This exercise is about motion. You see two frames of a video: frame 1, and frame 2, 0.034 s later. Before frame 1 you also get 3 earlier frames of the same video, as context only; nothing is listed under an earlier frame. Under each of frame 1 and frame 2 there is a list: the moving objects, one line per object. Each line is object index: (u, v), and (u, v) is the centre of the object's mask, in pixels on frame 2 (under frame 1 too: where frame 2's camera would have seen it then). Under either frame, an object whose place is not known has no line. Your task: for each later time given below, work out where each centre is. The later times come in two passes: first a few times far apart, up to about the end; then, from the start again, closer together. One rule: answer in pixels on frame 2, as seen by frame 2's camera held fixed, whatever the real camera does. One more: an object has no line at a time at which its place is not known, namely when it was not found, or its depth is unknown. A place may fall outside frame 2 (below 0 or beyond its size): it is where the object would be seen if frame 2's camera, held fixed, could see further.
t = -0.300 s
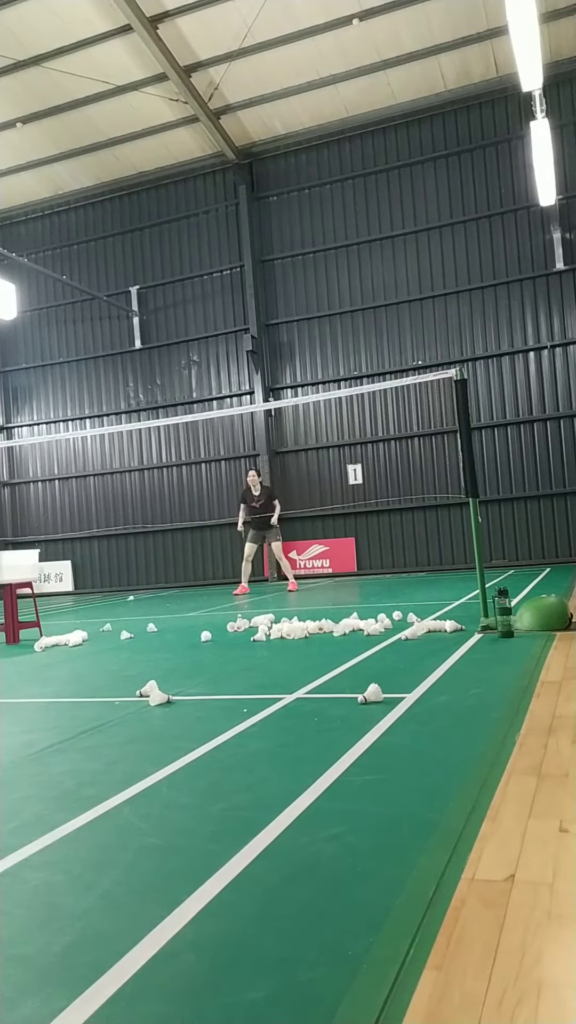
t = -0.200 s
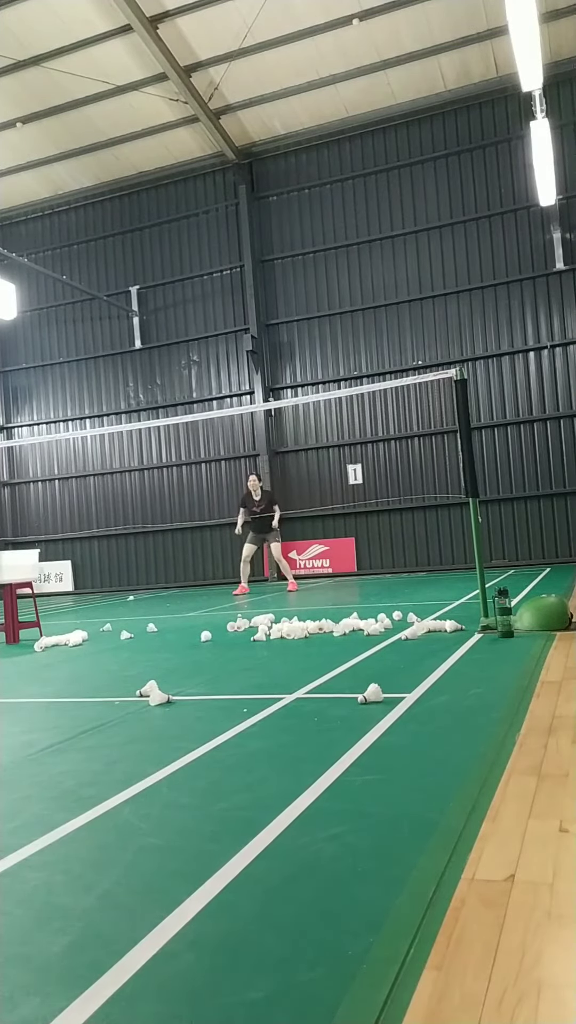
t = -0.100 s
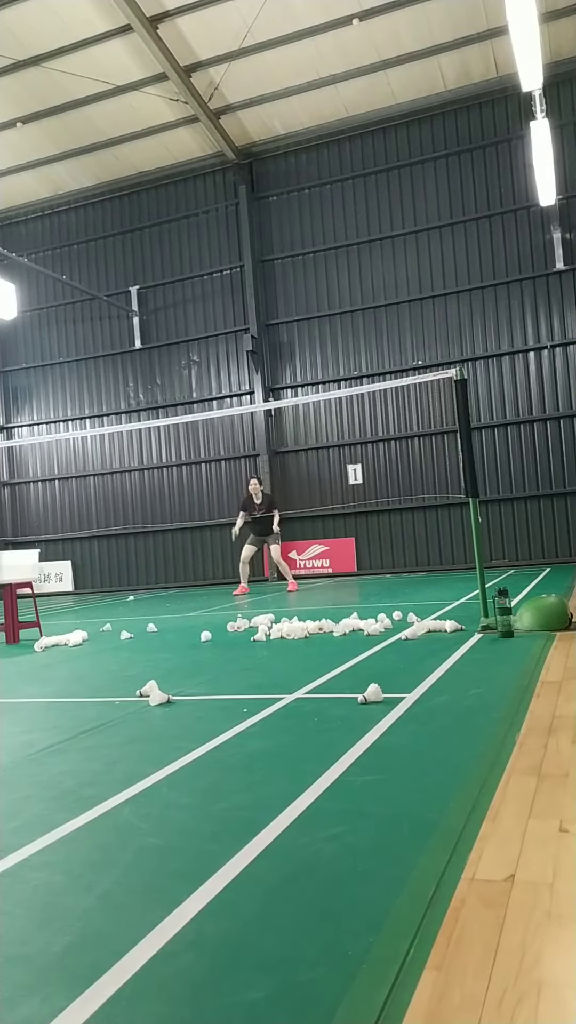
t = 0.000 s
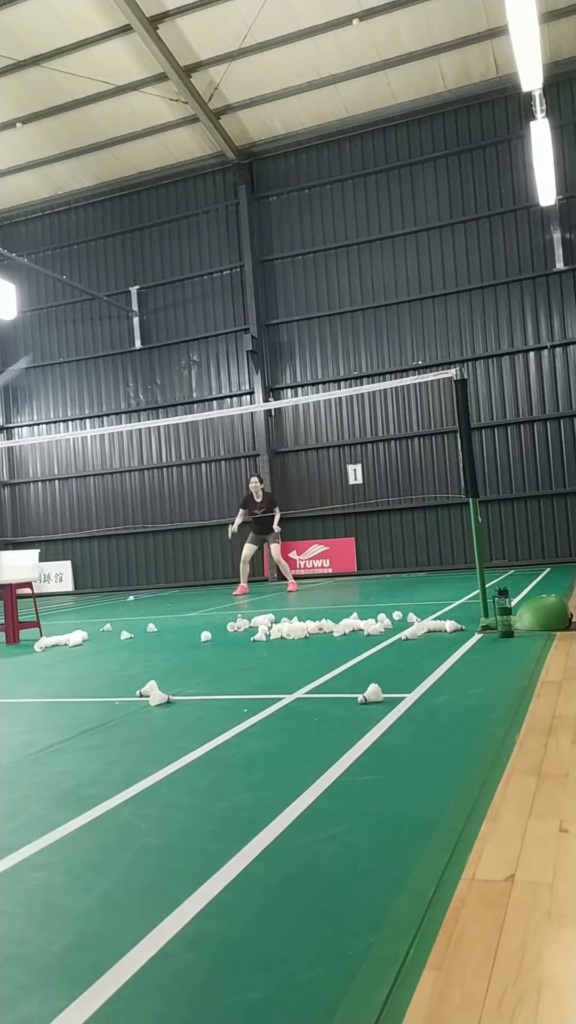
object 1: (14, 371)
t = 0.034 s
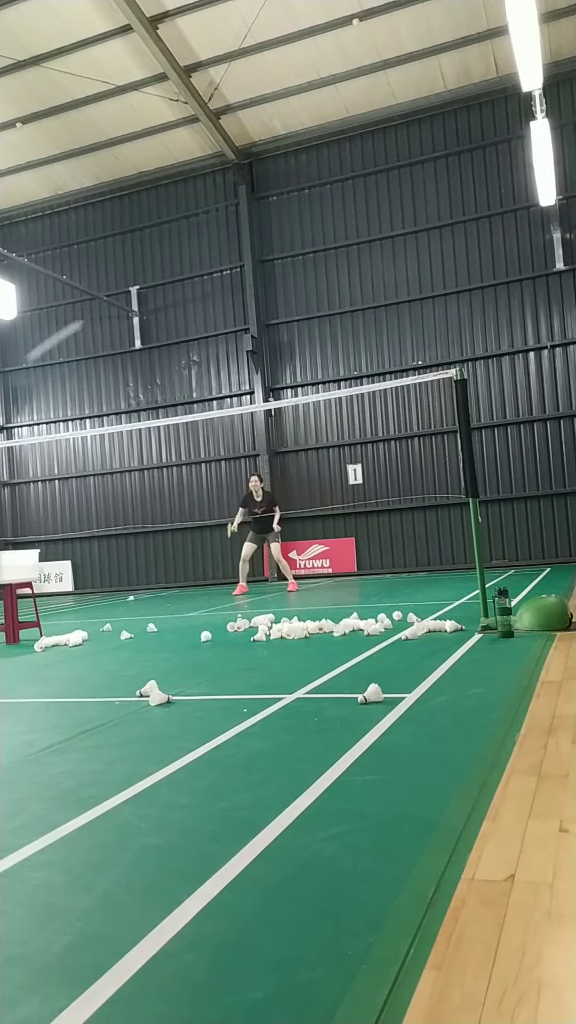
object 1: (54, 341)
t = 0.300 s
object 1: (254, 233)
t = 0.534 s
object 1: (320, 242)
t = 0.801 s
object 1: (368, 293)
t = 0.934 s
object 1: (387, 330)
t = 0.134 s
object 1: (164, 270)
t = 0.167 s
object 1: (188, 257)
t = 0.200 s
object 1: (208, 249)
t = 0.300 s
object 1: (254, 233)
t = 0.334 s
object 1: (266, 232)
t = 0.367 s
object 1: (277, 230)
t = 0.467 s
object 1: (304, 235)
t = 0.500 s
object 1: (312, 238)
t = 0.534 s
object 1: (320, 242)
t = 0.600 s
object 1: (334, 251)
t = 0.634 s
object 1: (340, 257)
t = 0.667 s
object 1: (346, 263)
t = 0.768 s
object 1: (363, 285)
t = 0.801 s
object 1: (368, 293)
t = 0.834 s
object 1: (373, 302)
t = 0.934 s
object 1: (387, 330)
